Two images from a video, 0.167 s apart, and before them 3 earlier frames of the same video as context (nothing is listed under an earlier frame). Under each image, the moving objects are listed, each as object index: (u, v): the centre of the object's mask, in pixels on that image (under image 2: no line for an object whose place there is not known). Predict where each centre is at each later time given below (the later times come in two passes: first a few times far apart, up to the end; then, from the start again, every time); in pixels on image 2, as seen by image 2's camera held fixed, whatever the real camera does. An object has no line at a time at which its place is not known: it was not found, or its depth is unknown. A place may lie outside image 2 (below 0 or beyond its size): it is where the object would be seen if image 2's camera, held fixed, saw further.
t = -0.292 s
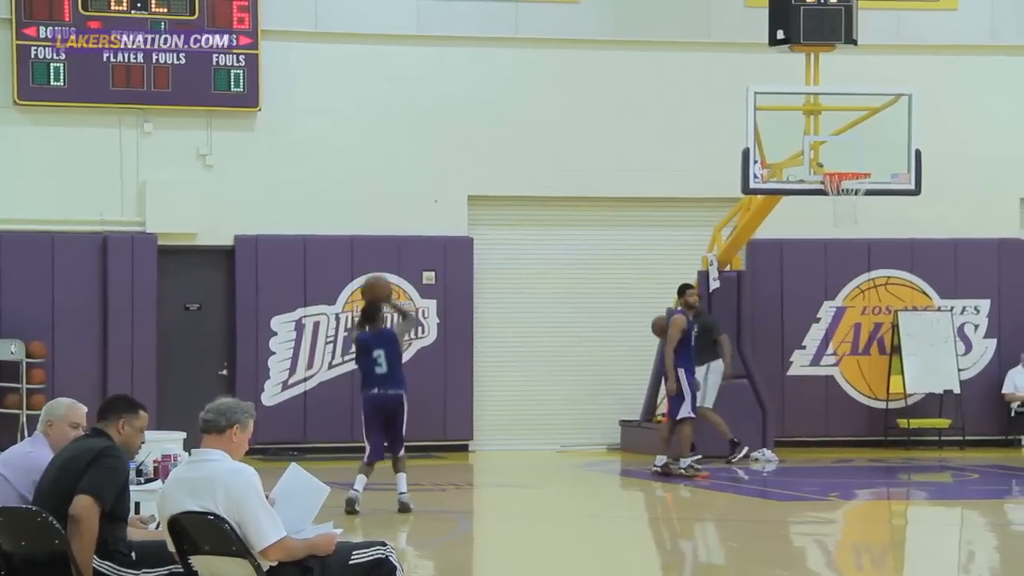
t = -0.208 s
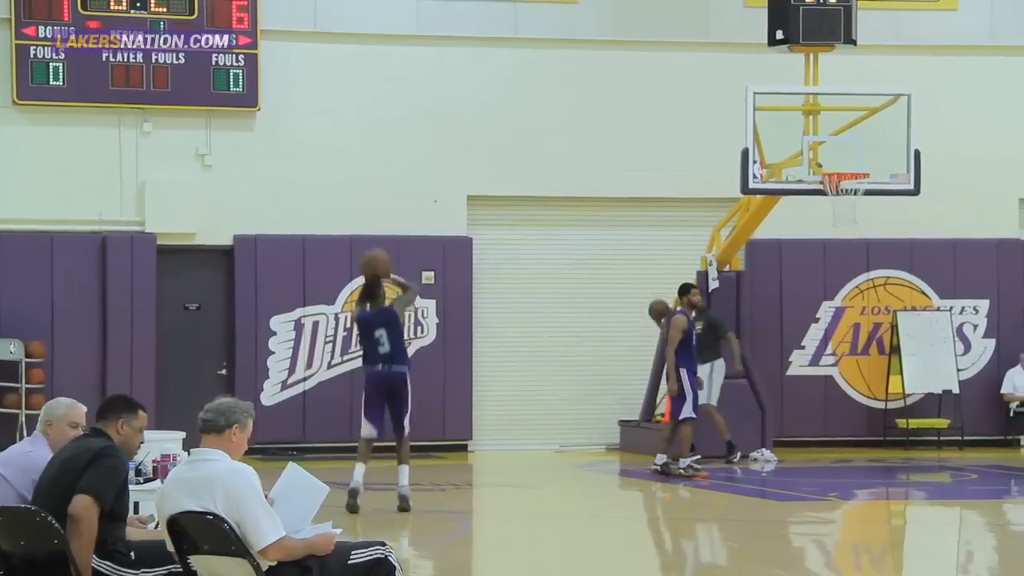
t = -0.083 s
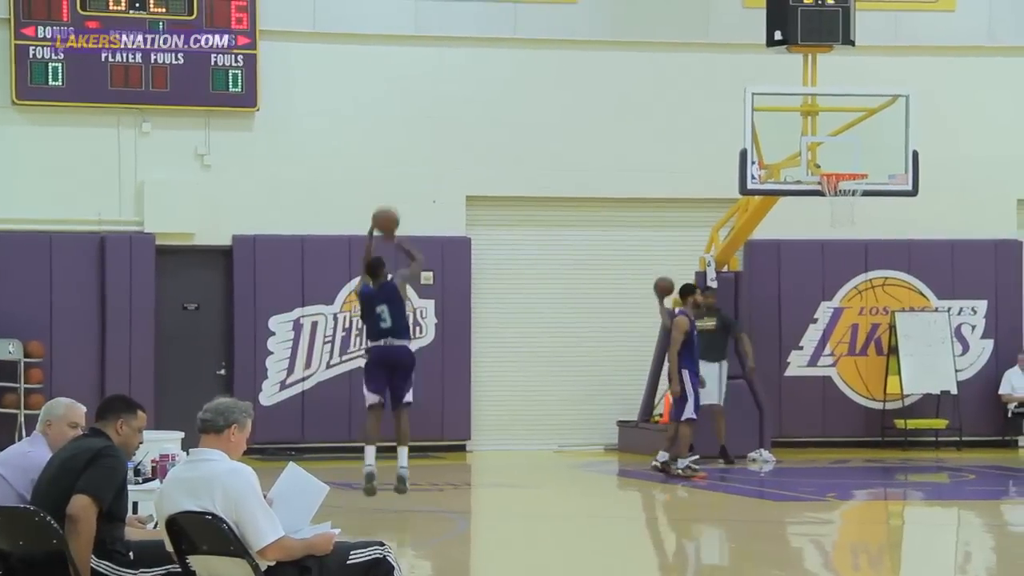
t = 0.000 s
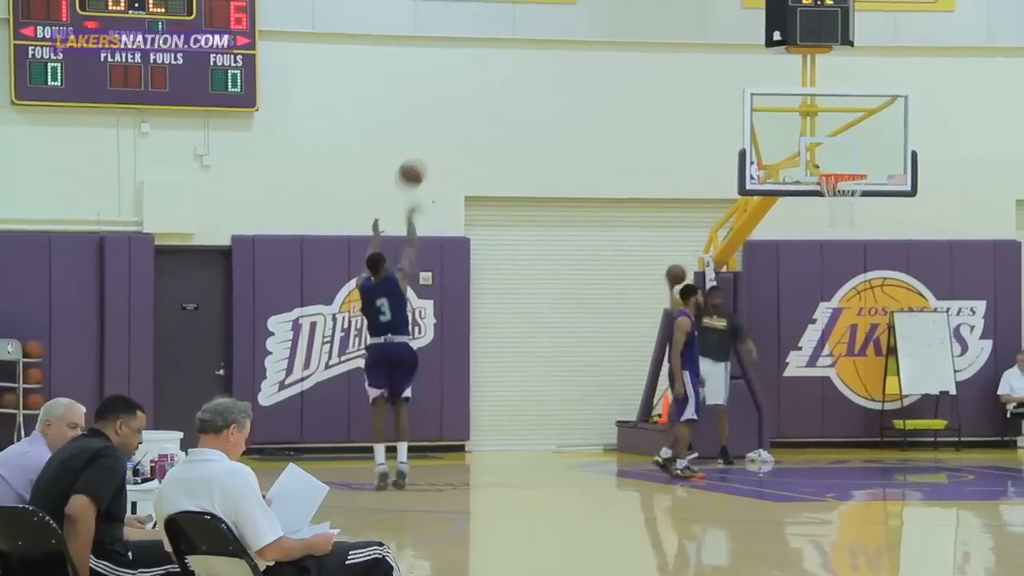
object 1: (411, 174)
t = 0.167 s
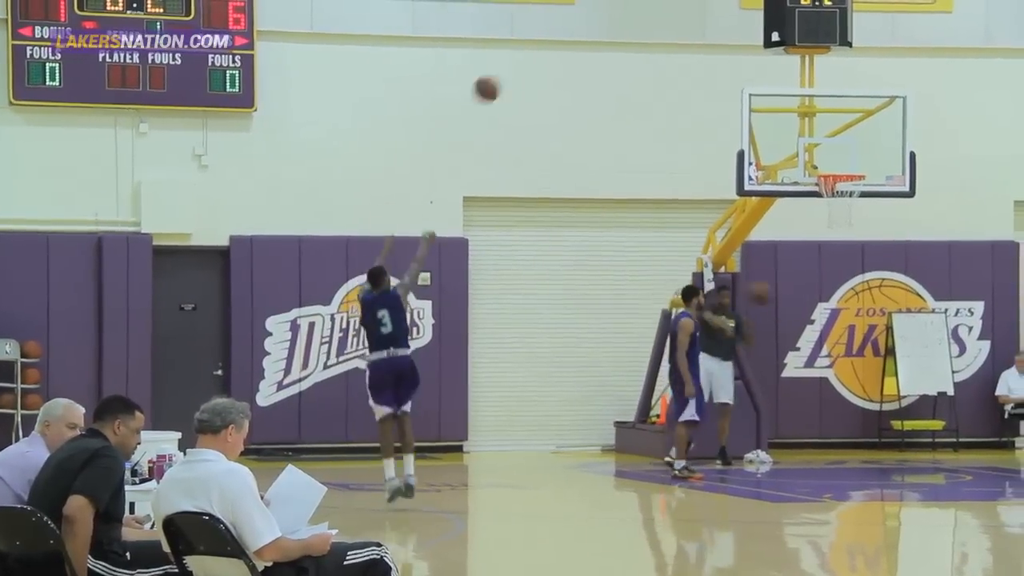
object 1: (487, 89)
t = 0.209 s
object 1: (505, 73)
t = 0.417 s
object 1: (593, 23)
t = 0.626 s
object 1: (674, 19)
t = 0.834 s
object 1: (747, 58)
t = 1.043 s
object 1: (817, 135)
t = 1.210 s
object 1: (843, 204)
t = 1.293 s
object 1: (839, 218)
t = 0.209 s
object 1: (505, 73)
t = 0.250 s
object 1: (523, 59)
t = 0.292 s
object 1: (541, 46)
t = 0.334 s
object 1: (558, 37)
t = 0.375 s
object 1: (576, 29)
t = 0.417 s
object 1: (593, 23)
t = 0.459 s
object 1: (609, 18)
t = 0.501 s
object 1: (626, 16)
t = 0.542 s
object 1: (642, 15)
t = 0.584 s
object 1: (658, 16)
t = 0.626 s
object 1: (674, 19)
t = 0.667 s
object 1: (689, 23)
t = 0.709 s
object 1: (704, 30)
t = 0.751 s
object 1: (719, 37)
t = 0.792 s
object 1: (733, 47)
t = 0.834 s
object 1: (747, 58)
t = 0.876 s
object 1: (762, 70)
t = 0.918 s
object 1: (776, 84)
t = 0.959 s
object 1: (790, 100)
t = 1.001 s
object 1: (804, 116)
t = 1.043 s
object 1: (817, 135)
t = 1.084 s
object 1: (830, 154)
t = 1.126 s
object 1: (844, 173)
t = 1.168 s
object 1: (845, 192)
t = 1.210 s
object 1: (843, 204)
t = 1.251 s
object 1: (841, 212)
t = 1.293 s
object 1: (839, 218)
